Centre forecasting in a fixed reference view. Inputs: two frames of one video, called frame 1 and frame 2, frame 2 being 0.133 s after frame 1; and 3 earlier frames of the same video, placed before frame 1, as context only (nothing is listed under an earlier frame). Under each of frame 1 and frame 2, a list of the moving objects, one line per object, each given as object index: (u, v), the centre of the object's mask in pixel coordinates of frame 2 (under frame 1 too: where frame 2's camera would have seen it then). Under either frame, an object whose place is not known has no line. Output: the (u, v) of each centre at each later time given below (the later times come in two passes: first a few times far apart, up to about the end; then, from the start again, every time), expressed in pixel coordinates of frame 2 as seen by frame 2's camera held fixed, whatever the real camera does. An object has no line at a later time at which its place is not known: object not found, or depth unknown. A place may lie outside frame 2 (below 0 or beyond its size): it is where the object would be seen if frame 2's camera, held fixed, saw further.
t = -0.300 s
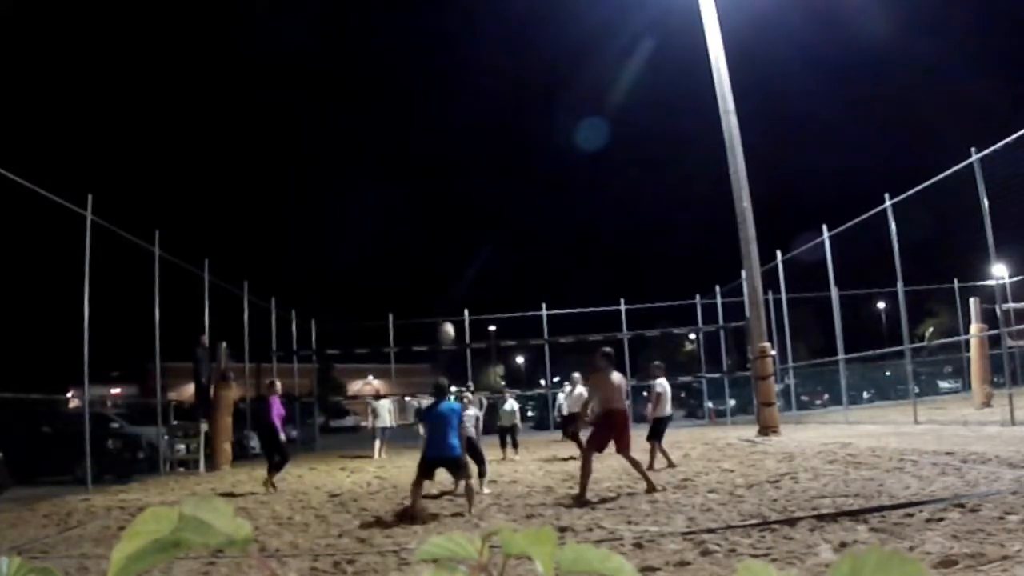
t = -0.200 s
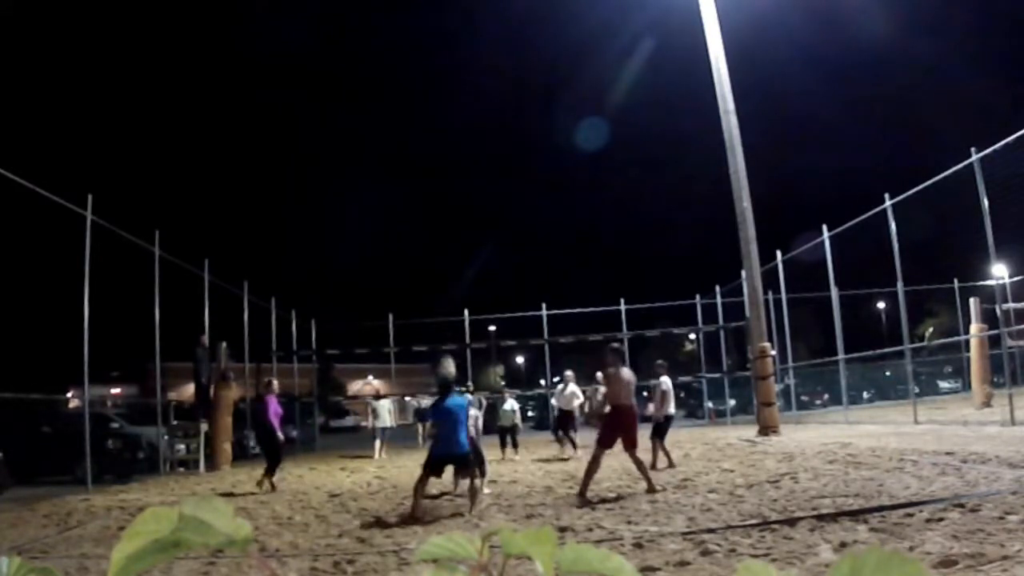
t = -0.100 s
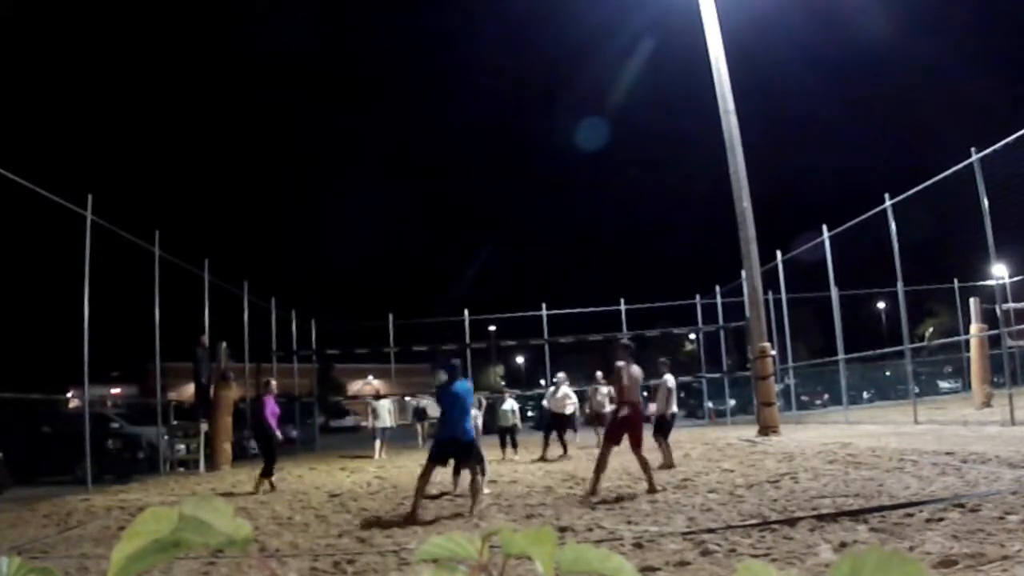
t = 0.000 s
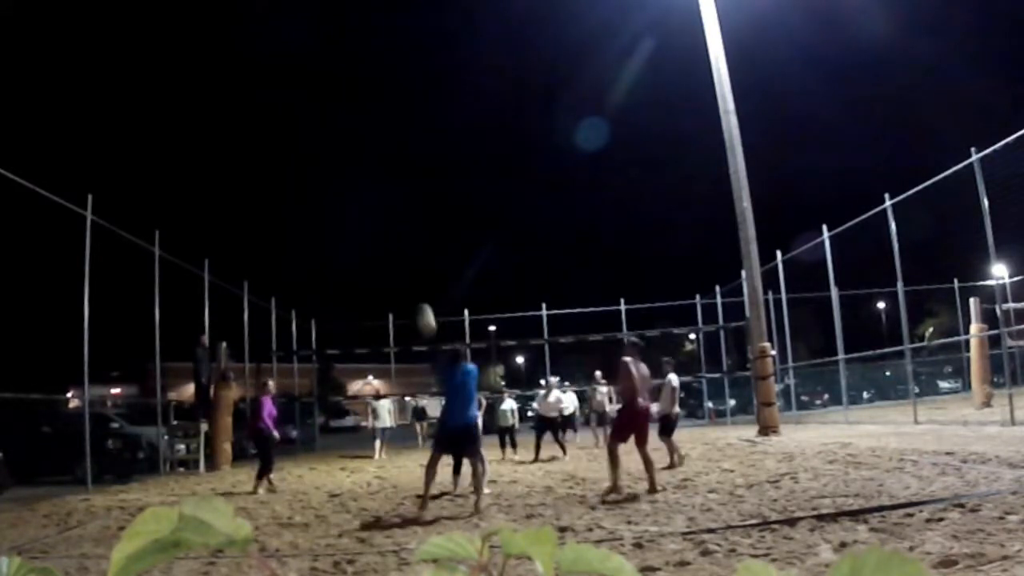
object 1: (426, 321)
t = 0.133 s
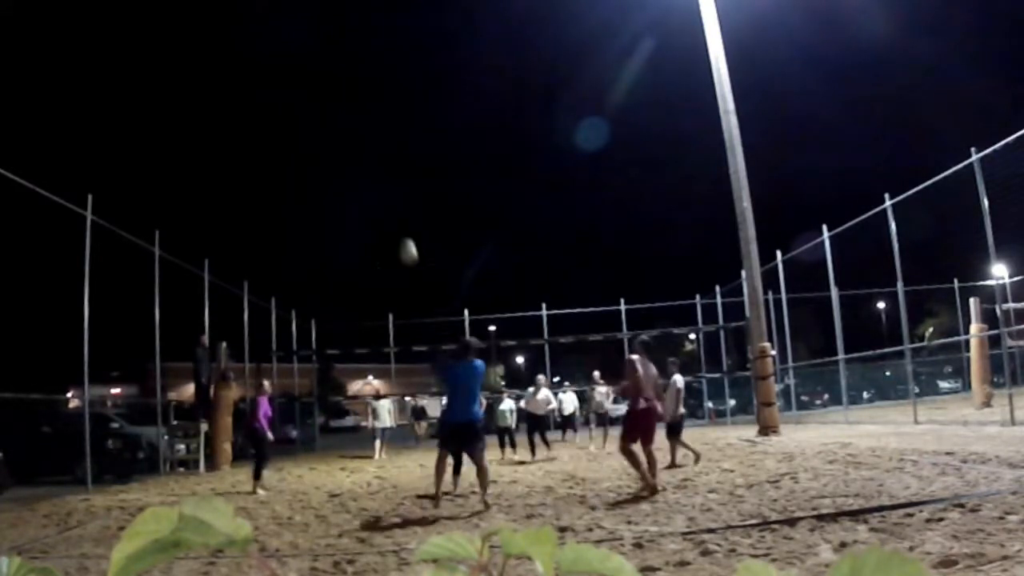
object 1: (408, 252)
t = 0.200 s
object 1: (401, 227)
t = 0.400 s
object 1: (384, 179)
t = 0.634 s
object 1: (369, 163)
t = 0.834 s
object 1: (359, 175)
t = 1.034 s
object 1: (351, 207)
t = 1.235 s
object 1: (345, 258)
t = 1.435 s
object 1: (340, 322)
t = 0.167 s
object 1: (405, 239)
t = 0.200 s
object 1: (401, 227)
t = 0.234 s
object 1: (397, 217)
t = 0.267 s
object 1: (394, 207)
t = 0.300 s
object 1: (391, 199)
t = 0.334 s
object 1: (389, 191)
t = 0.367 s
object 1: (386, 184)
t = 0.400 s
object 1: (384, 179)
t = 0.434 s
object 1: (381, 174)
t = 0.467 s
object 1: (379, 171)
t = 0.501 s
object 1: (377, 168)
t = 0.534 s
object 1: (375, 165)
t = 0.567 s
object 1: (372, 164)
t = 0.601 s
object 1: (371, 163)
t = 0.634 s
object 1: (369, 163)
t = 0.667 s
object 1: (367, 164)
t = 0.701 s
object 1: (366, 165)
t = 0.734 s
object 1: (364, 167)
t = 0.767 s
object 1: (362, 169)
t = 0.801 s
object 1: (361, 172)
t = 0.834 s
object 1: (359, 175)
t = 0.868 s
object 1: (358, 179)
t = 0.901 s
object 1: (357, 184)
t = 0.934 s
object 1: (355, 189)
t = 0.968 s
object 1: (354, 195)
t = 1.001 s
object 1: (353, 201)
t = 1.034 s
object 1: (351, 207)
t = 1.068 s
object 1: (350, 215)
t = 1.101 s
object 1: (349, 222)
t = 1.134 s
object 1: (348, 231)
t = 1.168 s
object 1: (347, 239)
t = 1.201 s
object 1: (346, 248)
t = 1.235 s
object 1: (345, 258)
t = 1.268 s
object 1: (344, 268)
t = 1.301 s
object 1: (343, 278)
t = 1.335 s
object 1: (343, 288)
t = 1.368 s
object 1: (342, 299)
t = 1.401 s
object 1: (341, 310)
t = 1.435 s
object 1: (340, 322)
